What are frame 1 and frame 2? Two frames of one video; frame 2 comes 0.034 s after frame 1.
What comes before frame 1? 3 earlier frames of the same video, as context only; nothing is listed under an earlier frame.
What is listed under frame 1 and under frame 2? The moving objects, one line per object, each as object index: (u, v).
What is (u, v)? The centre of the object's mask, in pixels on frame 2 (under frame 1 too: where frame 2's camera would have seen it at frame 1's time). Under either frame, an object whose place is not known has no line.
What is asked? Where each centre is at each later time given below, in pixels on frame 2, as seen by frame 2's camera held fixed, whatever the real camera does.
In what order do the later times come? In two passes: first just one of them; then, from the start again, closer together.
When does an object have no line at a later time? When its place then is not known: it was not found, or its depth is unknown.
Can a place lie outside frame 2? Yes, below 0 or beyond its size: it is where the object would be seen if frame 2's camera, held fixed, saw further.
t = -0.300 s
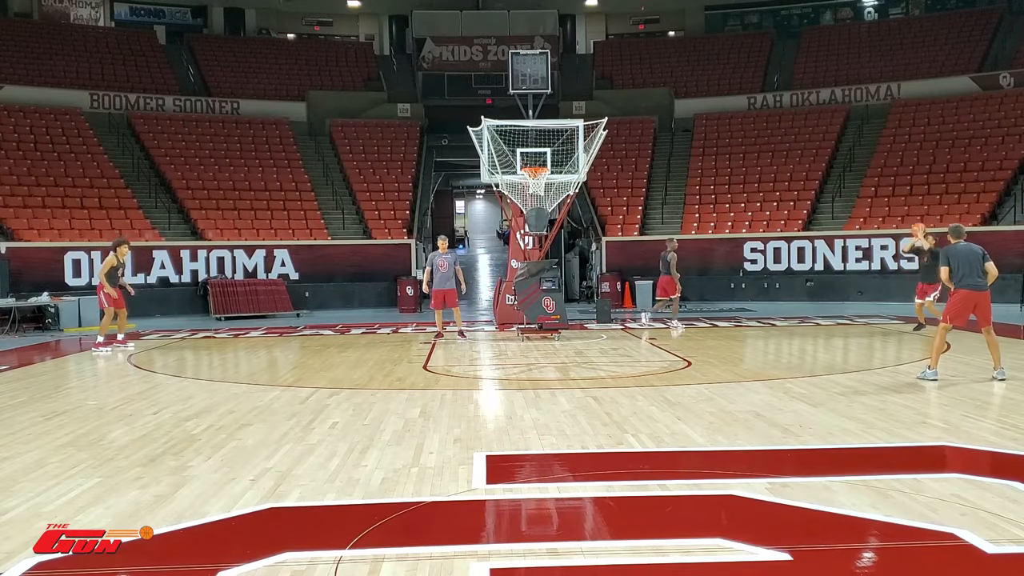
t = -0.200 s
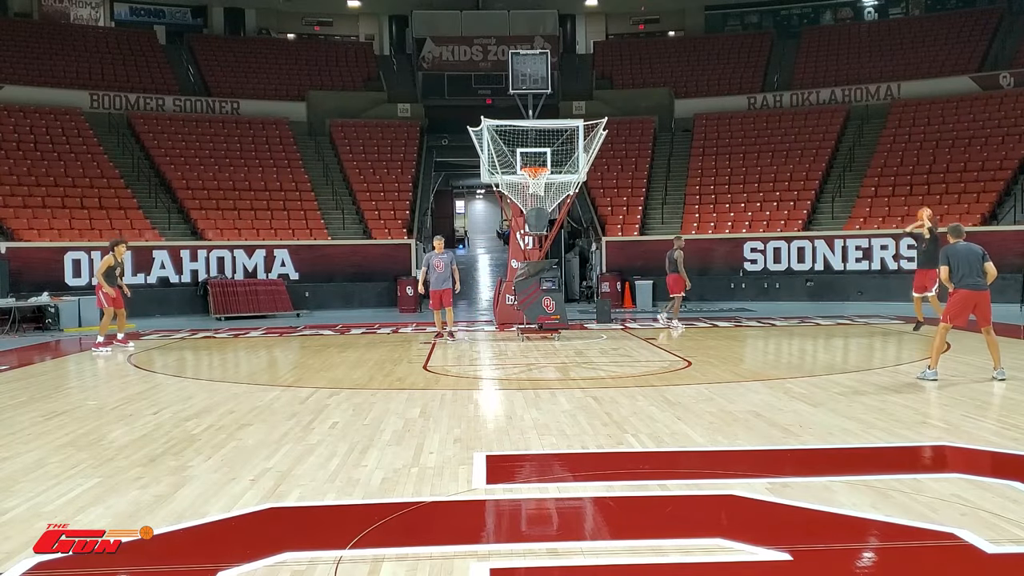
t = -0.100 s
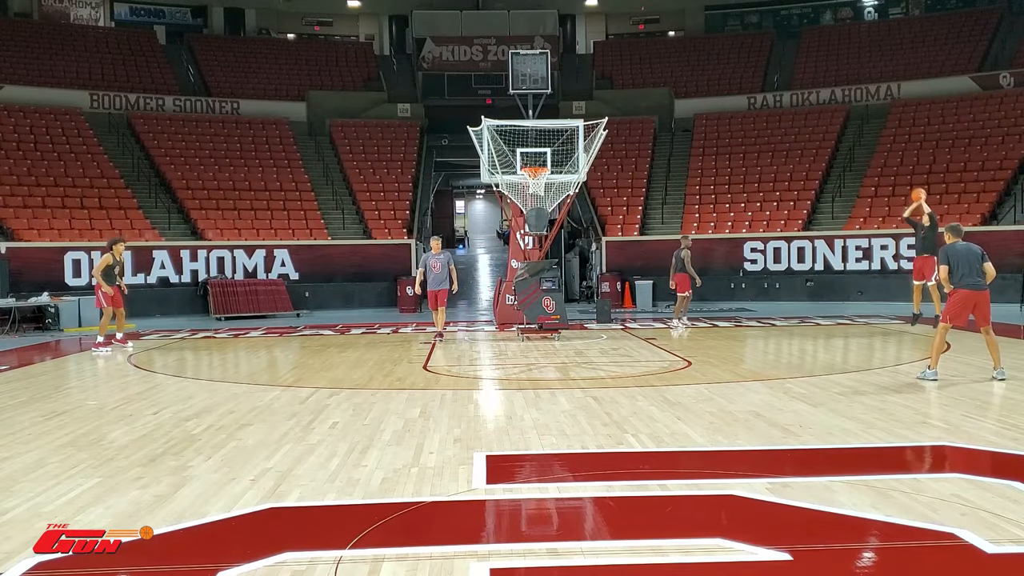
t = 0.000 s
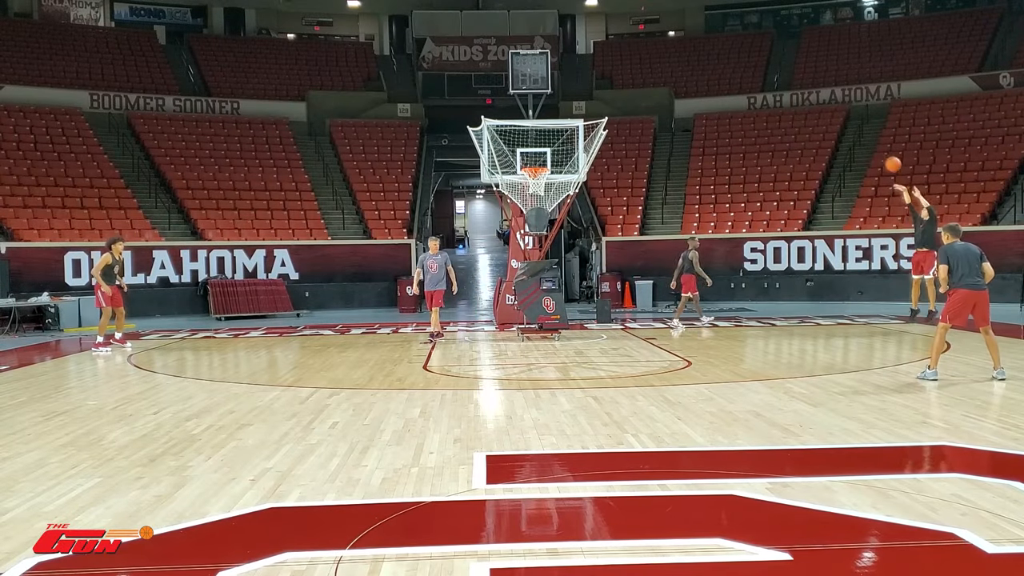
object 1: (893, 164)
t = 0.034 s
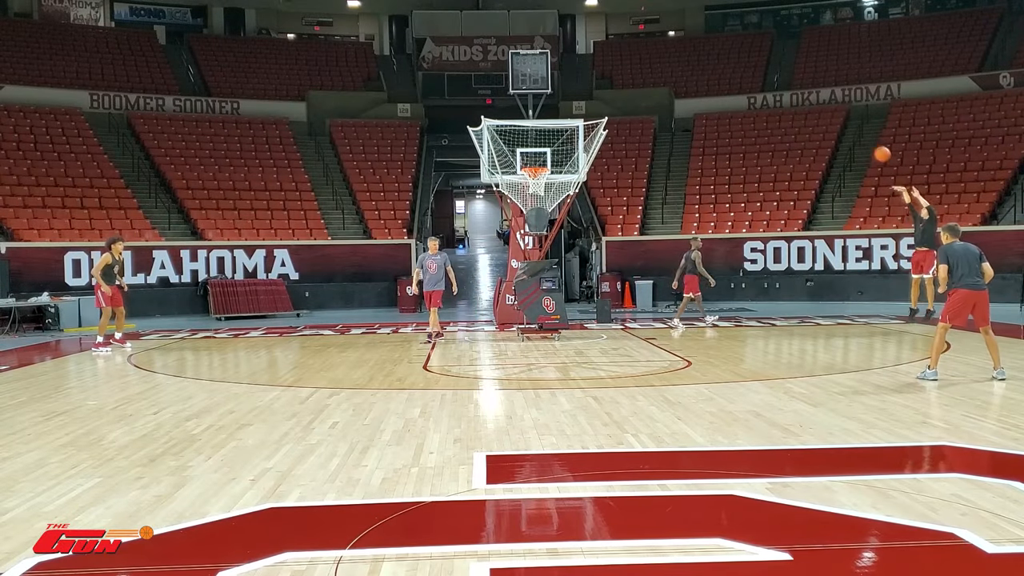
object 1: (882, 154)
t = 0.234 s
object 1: (819, 106)
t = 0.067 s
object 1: (871, 144)
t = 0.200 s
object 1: (829, 112)
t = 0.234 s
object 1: (819, 106)
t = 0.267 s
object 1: (808, 100)
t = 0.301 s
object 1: (797, 95)
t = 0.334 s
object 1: (786, 90)
